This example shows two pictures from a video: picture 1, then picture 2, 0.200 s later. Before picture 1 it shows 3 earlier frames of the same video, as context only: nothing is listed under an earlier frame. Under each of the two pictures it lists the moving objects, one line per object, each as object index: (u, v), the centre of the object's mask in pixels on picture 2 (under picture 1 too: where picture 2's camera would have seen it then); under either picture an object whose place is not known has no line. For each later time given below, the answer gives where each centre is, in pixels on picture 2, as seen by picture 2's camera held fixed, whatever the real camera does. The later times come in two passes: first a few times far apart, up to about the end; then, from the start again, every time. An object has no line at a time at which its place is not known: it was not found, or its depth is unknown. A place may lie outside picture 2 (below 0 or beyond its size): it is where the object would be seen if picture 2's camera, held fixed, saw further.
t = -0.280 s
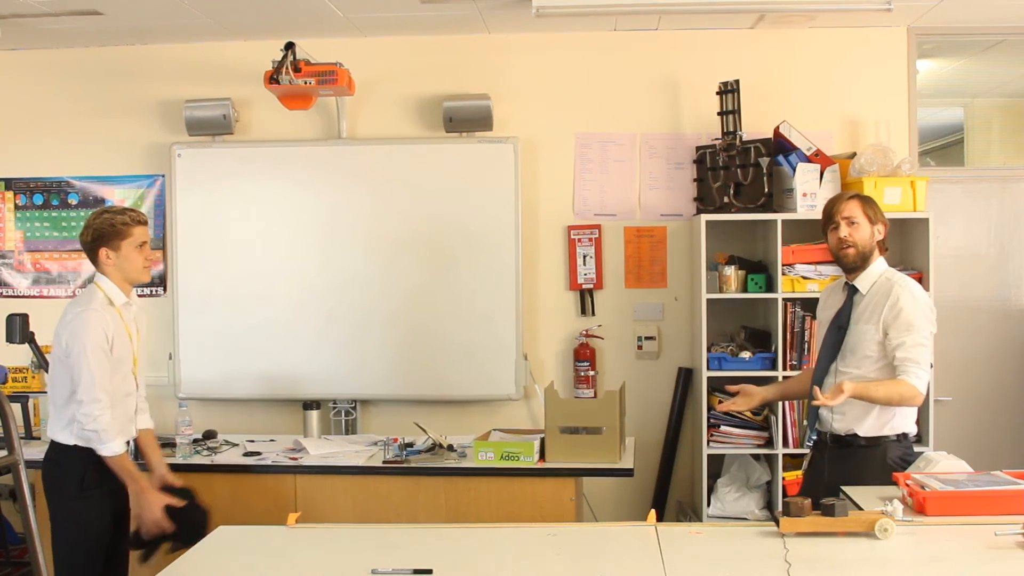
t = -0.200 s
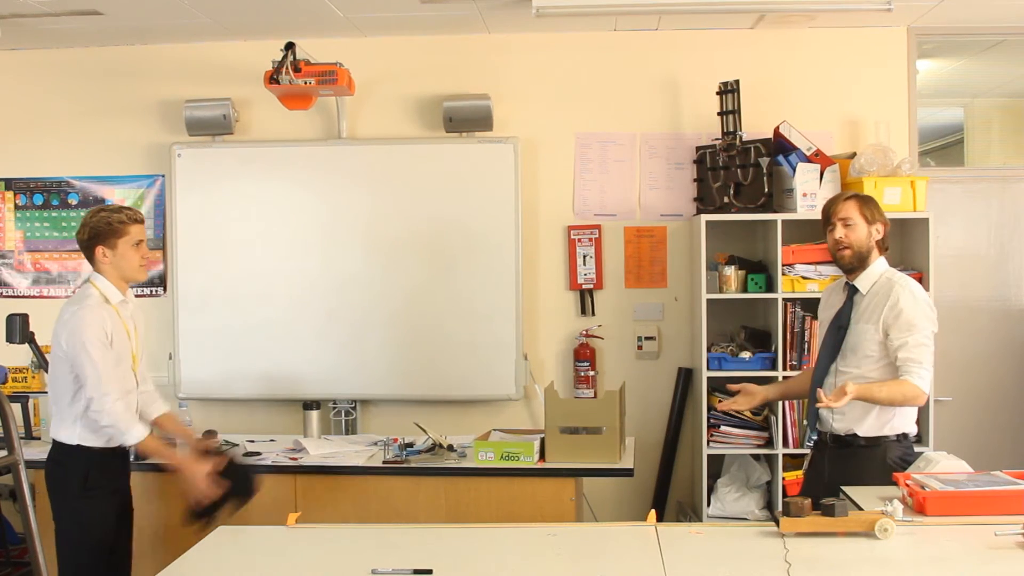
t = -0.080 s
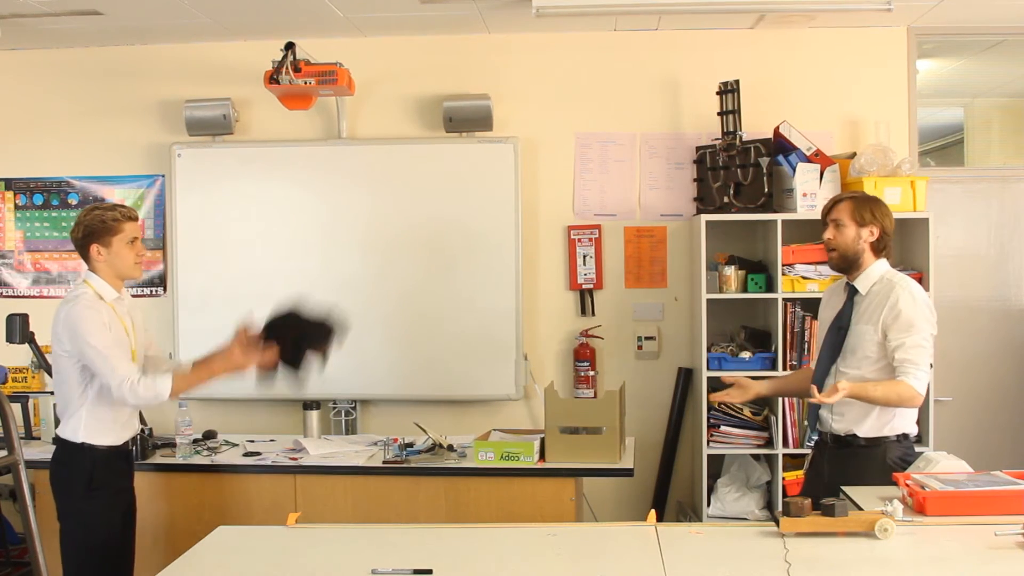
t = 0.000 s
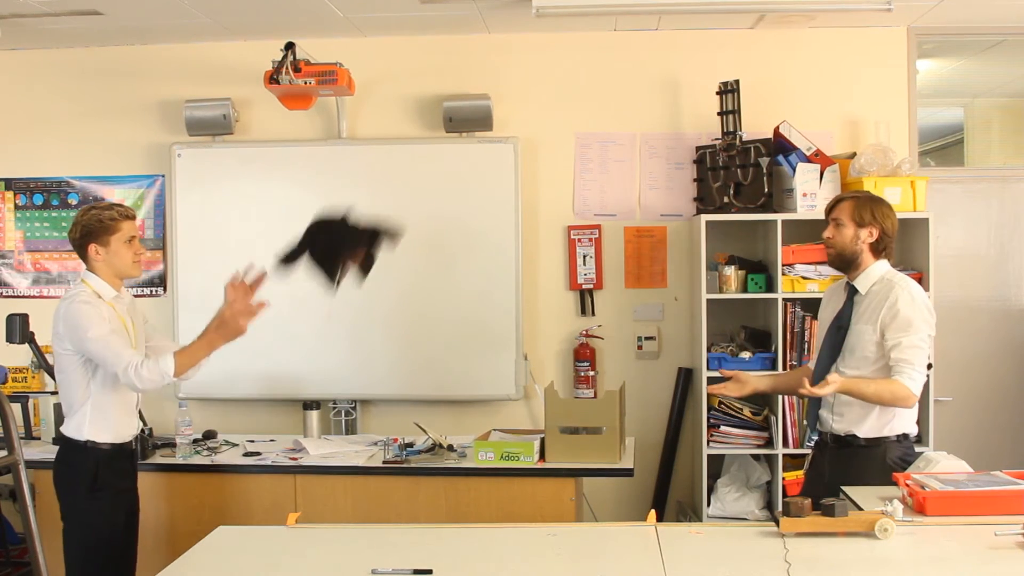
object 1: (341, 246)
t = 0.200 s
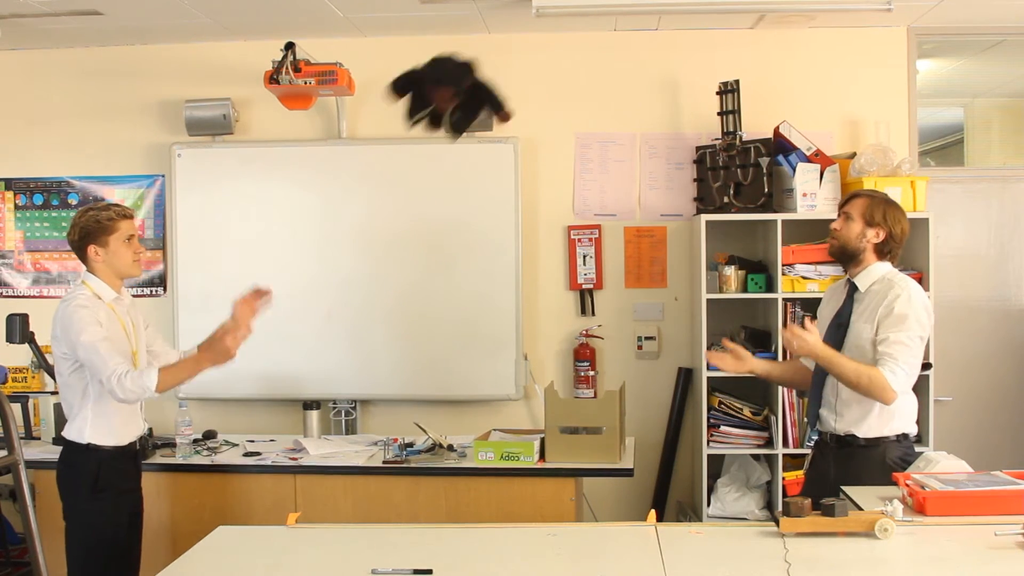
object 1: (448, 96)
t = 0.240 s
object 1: (470, 78)
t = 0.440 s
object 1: (583, 67)
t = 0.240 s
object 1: (470, 78)
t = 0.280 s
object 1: (493, 67)
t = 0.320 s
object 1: (515, 59)
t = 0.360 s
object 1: (538, 57)
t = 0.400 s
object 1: (560, 60)
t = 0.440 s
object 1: (583, 67)
